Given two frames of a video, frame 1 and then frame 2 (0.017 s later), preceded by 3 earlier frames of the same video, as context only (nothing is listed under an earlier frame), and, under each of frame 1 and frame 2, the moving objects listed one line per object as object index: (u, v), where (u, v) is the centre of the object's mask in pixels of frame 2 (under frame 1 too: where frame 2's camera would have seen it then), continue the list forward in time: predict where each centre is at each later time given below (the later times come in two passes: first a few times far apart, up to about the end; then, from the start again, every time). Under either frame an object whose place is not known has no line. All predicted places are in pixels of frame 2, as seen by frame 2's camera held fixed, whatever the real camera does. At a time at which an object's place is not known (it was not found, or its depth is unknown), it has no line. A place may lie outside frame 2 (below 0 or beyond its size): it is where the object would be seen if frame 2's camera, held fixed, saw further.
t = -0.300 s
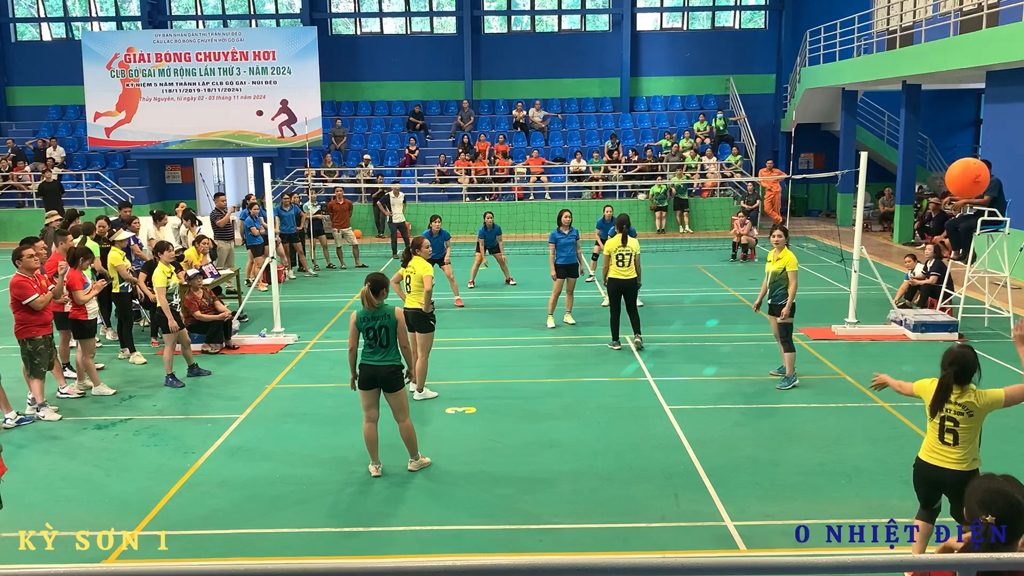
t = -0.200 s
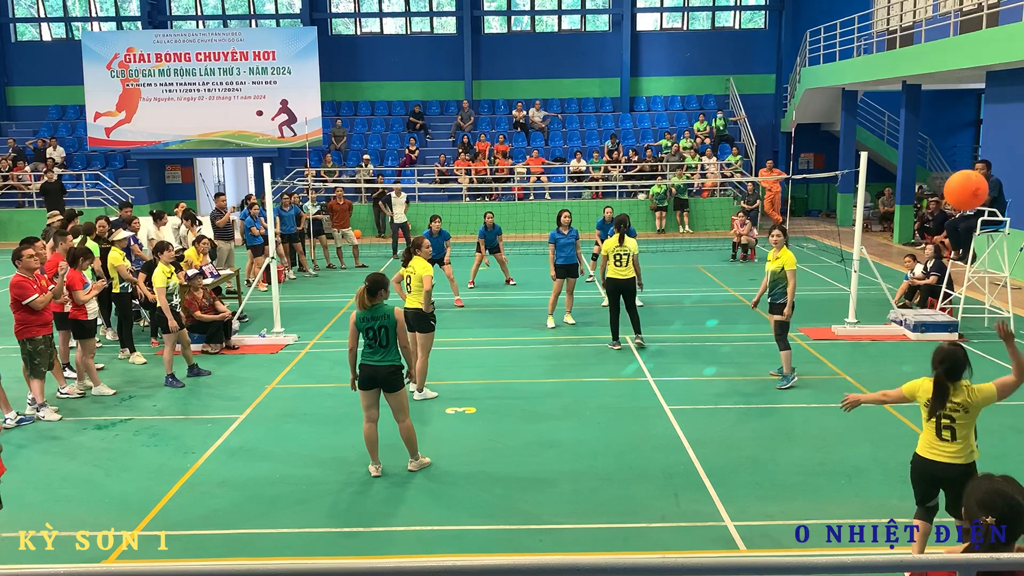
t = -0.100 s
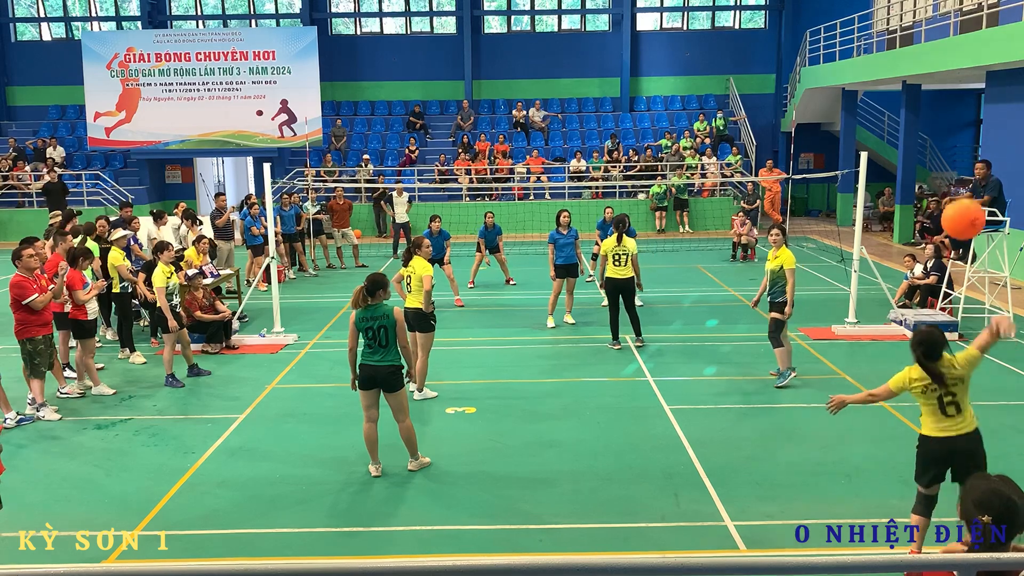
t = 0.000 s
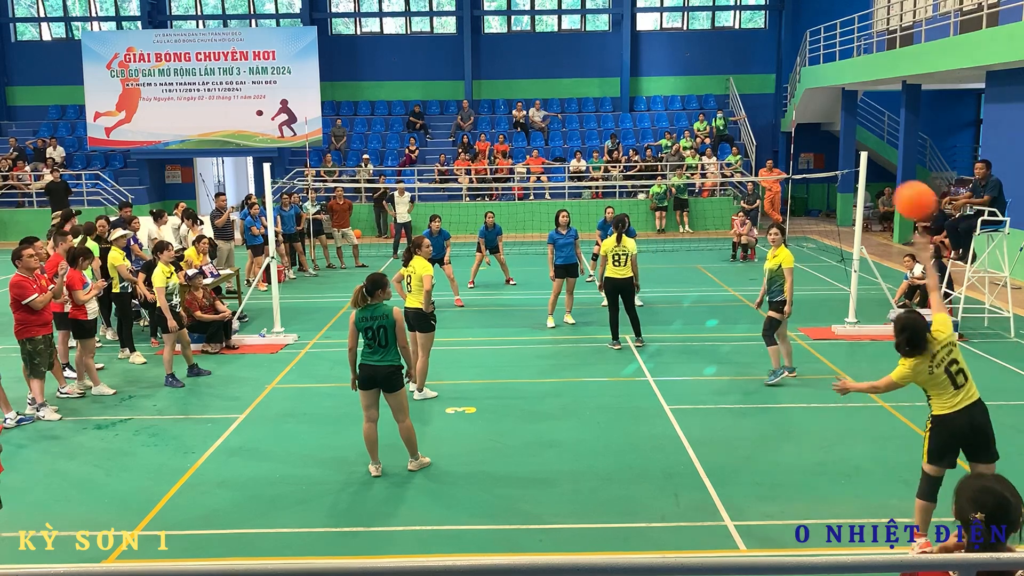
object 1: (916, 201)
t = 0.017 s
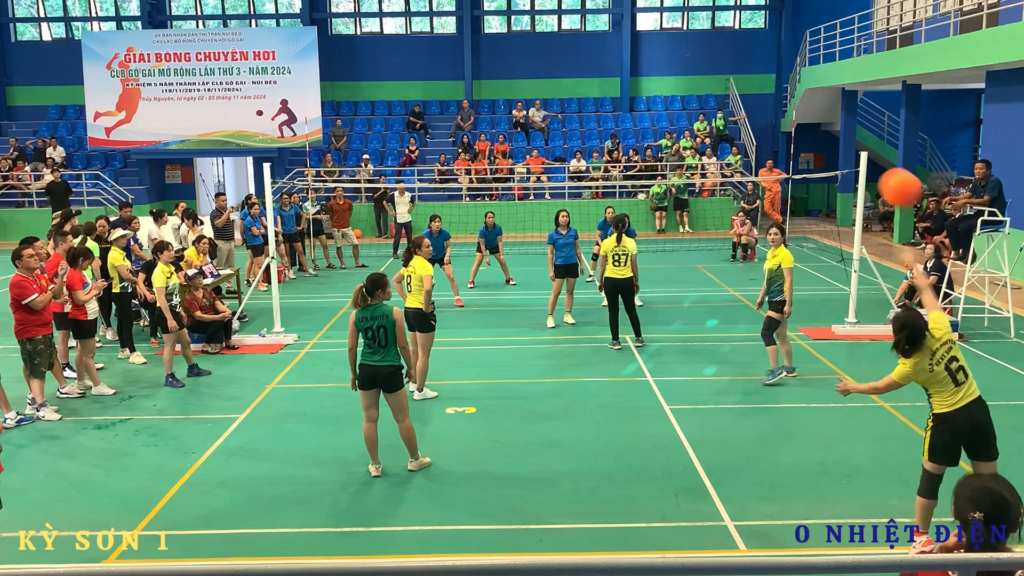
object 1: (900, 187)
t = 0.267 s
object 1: (741, 90)
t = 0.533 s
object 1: (657, 96)
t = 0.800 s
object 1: (609, 149)
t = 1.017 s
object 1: (583, 208)
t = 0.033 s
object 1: (886, 176)
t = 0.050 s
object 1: (871, 164)
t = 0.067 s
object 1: (858, 154)
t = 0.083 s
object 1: (845, 145)
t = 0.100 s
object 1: (832, 137)
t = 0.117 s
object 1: (821, 130)
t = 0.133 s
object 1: (810, 124)
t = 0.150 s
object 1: (799, 117)
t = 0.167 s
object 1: (790, 112)
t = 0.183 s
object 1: (781, 107)
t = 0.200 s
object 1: (772, 103)
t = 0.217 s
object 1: (764, 99)
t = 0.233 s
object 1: (756, 96)
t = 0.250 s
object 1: (748, 92)
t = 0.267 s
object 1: (741, 90)
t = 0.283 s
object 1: (734, 88)
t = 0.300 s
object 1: (727, 87)
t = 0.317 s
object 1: (721, 85)
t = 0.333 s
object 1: (715, 84)
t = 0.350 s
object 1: (709, 84)
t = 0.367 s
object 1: (703, 84)
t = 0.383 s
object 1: (698, 84)
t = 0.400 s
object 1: (692, 84)
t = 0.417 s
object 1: (687, 85)
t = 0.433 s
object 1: (683, 86)
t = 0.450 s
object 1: (677, 87)
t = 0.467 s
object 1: (673, 88)
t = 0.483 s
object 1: (669, 90)
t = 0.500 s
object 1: (664, 92)
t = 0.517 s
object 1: (661, 94)
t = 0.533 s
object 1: (657, 96)
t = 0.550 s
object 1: (653, 98)
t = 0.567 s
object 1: (649, 101)
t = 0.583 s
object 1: (646, 103)
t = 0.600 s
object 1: (642, 106)
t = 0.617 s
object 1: (639, 109)
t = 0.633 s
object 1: (636, 112)
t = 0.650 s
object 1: (633, 115)
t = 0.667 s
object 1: (630, 118)
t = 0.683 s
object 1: (627, 121)
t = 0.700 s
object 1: (624, 125)
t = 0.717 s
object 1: (622, 129)
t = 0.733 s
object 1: (619, 132)
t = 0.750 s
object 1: (616, 136)
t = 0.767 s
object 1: (614, 140)
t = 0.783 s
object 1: (611, 144)
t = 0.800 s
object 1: (609, 149)
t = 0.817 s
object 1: (606, 153)
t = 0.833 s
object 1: (605, 156)
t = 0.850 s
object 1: (602, 161)
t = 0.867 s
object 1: (600, 165)
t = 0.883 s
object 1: (598, 170)
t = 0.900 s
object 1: (596, 174)
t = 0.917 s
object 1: (594, 178)
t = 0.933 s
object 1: (593, 183)
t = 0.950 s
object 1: (590, 190)
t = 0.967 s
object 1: (588, 193)
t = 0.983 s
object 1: (587, 198)
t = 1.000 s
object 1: (585, 203)
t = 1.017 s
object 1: (583, 208)
